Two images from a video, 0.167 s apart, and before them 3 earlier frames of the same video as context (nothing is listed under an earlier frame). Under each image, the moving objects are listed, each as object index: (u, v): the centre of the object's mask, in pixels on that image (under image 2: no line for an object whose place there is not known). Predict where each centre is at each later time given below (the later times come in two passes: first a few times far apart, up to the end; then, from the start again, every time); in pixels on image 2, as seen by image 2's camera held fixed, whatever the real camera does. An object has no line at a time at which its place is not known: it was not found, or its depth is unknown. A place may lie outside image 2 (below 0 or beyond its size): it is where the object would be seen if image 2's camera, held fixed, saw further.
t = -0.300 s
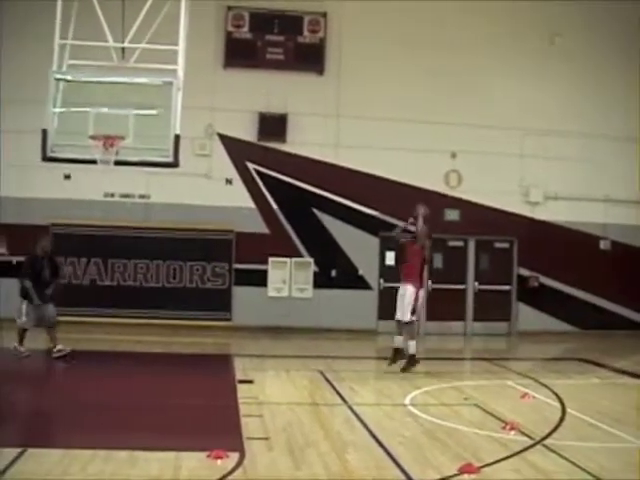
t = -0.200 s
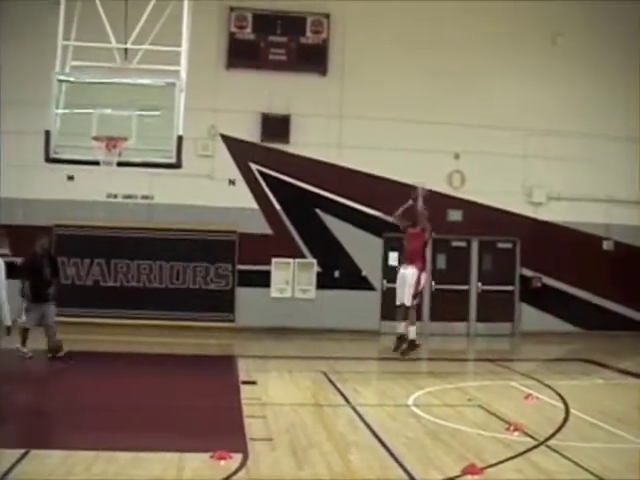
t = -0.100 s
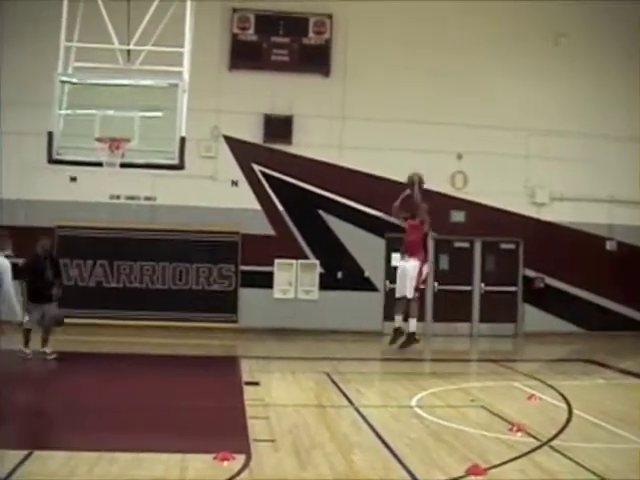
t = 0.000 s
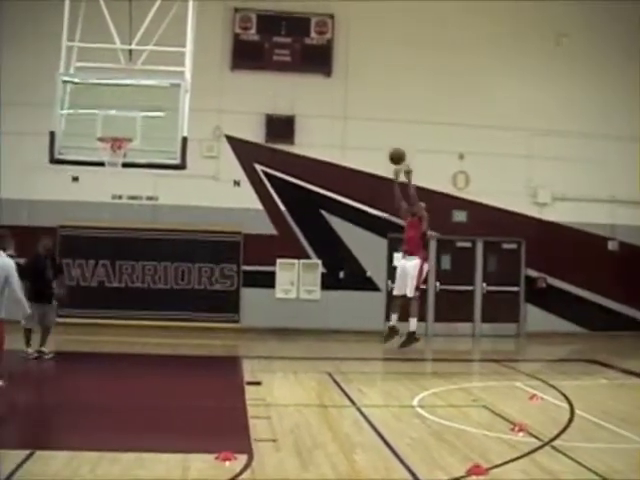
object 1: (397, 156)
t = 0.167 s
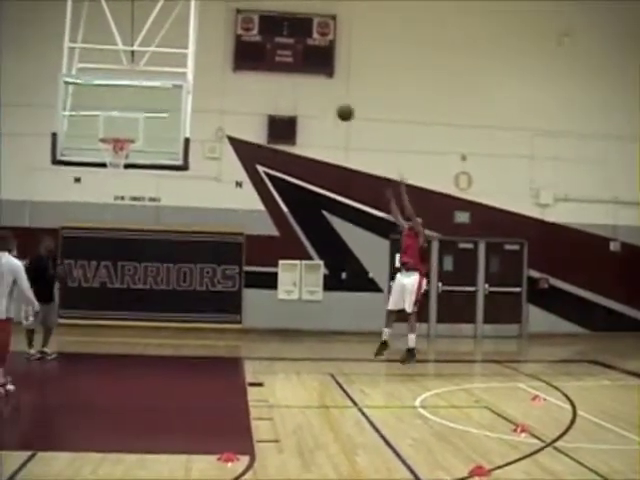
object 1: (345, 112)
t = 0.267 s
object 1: (313, 96)
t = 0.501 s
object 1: (236, 85)
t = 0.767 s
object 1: (150, 118)
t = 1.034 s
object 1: (87, 128)
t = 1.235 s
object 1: (45, 142)
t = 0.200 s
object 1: (334, 106)
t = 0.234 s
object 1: (324, 101)
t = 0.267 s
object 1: (313, 96)
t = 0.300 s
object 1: (302, 92)
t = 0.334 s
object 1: (291, 89)
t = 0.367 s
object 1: (280, 86)
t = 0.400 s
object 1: (269, 84)
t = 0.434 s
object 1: (259, 84)
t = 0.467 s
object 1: (248, 83)
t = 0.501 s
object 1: (236, 85)
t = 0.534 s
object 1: (226, 86)
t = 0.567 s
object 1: (215, 88)
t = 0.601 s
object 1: (204, 91)
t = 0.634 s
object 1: (194, 94)
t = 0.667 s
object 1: (183, 99)
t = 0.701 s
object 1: (172, 105)
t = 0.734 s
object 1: (161, 111)
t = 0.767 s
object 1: (150, 118)
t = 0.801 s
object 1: (140, 126)
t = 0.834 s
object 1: (129, 133)
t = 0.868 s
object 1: (122, 131)
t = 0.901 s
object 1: (114, 130)
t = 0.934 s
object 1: (107, 129)
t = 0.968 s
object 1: (100, 130)
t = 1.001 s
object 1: (93, 129)
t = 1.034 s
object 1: (87, 128)
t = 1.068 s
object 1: (80, 129)
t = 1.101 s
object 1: (74, 130)
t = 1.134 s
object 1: (67, 132)
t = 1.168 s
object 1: (60, 135)
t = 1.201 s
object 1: (53, 138)
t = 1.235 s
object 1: (45, 142)
